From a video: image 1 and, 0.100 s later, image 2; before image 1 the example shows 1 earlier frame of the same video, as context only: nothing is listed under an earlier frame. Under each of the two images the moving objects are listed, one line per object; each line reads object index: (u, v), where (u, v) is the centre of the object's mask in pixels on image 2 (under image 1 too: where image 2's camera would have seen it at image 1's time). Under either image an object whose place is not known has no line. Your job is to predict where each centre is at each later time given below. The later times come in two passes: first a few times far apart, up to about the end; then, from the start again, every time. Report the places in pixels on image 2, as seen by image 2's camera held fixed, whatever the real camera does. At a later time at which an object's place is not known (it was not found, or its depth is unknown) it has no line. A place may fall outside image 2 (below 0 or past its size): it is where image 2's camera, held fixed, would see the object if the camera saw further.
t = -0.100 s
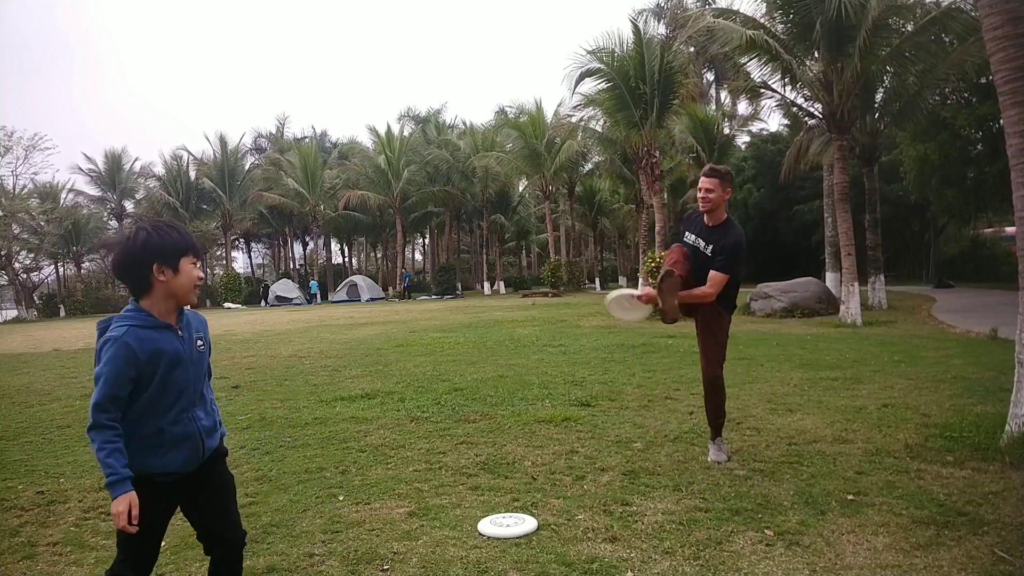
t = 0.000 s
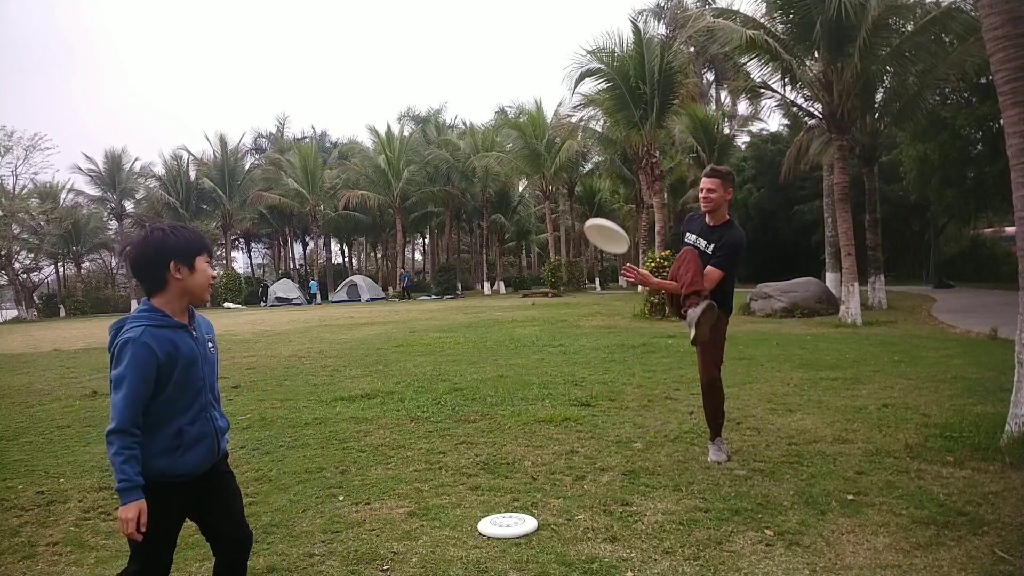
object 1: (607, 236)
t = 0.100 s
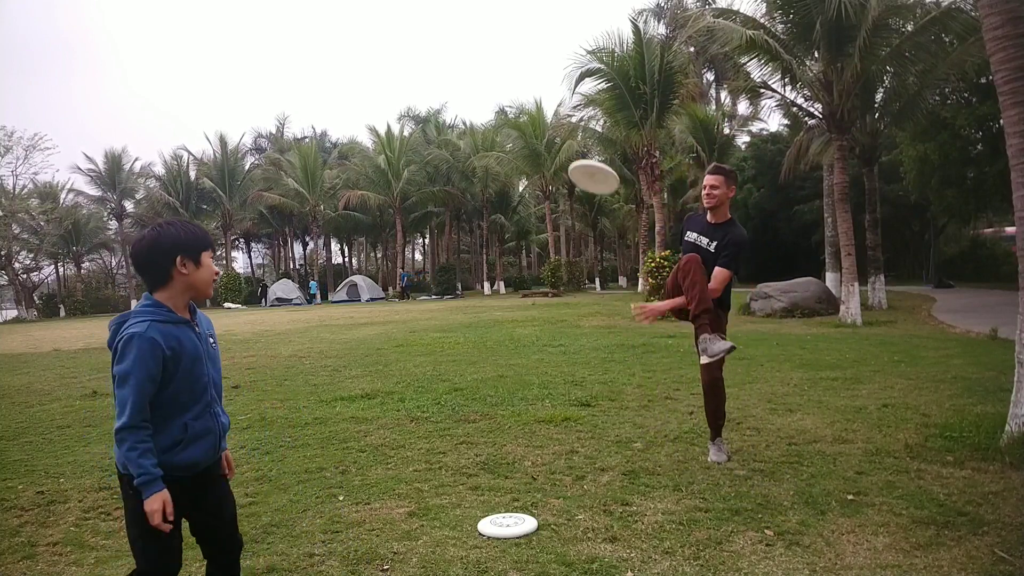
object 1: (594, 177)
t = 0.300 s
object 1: (564, 97)
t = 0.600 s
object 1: (522, 99)
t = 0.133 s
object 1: (589, 160)
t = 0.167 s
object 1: (584, 144)
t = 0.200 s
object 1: (579, 130)
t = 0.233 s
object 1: (574, 118)
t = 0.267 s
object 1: (569, 107)
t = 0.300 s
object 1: (564, 97)
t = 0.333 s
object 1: (559, 89)
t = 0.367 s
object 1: (554, 83)
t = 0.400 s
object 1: (549, 79)
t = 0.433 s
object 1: (544, 77)
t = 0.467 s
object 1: (539, 76)
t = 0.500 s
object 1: (535, 78)
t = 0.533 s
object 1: (530, 83)
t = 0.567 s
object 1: (526, 89)
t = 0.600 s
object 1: (522, 99)
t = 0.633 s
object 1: (519, 111)
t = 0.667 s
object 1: (516, 126)
